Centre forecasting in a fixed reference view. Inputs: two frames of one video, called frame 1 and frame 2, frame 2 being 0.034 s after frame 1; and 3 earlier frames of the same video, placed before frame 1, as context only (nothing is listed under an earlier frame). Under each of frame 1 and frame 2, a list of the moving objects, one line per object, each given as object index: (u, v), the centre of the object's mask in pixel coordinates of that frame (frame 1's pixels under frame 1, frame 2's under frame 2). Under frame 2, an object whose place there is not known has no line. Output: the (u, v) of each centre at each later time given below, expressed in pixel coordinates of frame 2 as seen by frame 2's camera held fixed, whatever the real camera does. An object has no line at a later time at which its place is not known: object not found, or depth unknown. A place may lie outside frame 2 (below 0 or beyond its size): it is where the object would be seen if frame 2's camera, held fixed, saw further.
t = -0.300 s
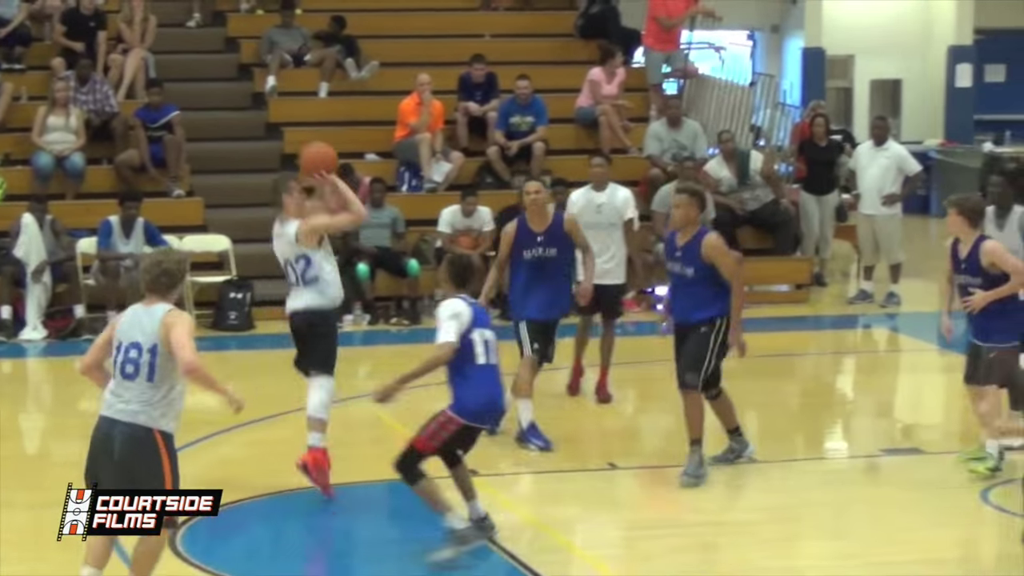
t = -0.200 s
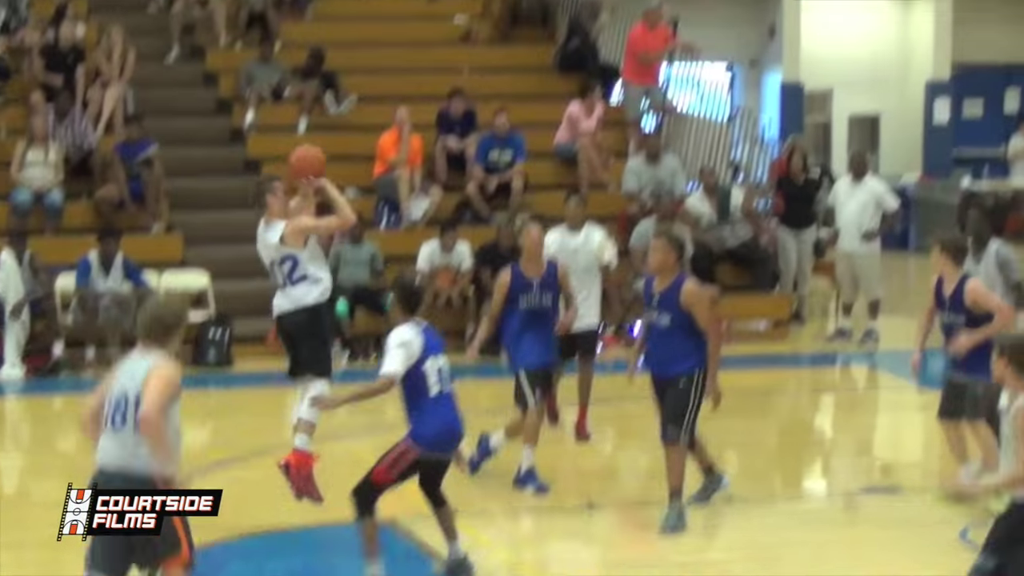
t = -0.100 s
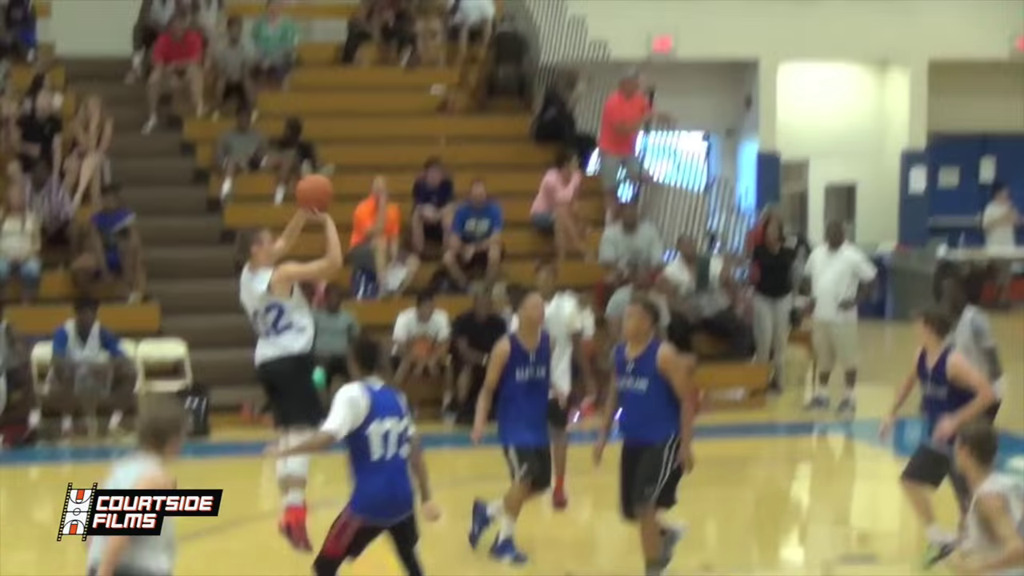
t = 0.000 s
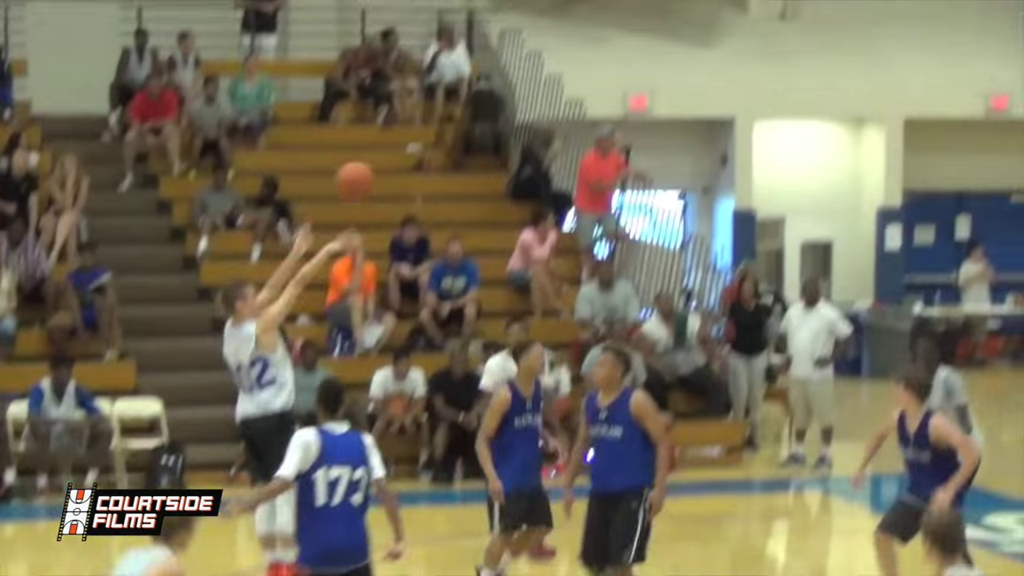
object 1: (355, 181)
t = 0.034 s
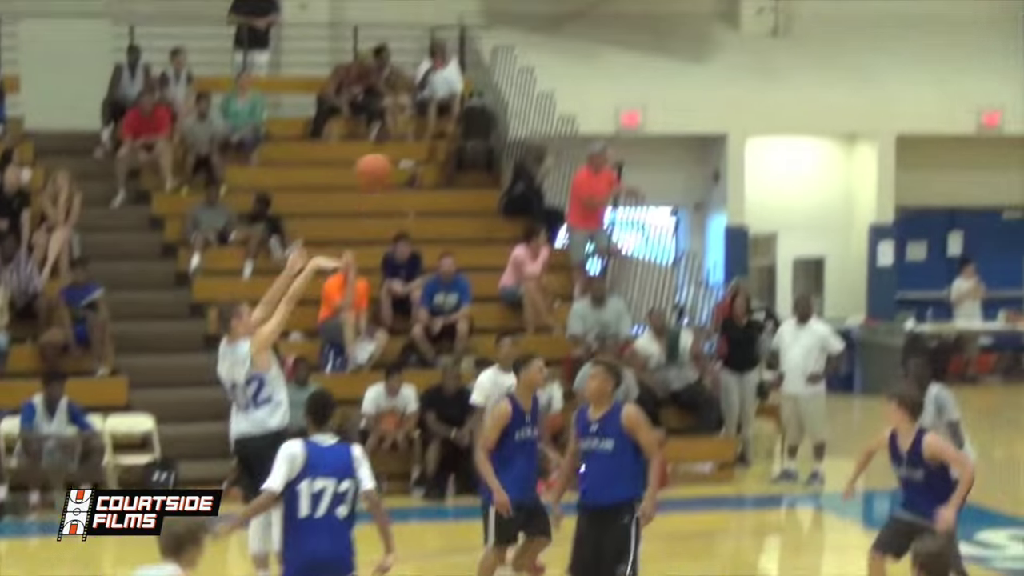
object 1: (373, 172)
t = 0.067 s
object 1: (400, 148)
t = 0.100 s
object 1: (428, 129)
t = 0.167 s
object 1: (478, 93)
